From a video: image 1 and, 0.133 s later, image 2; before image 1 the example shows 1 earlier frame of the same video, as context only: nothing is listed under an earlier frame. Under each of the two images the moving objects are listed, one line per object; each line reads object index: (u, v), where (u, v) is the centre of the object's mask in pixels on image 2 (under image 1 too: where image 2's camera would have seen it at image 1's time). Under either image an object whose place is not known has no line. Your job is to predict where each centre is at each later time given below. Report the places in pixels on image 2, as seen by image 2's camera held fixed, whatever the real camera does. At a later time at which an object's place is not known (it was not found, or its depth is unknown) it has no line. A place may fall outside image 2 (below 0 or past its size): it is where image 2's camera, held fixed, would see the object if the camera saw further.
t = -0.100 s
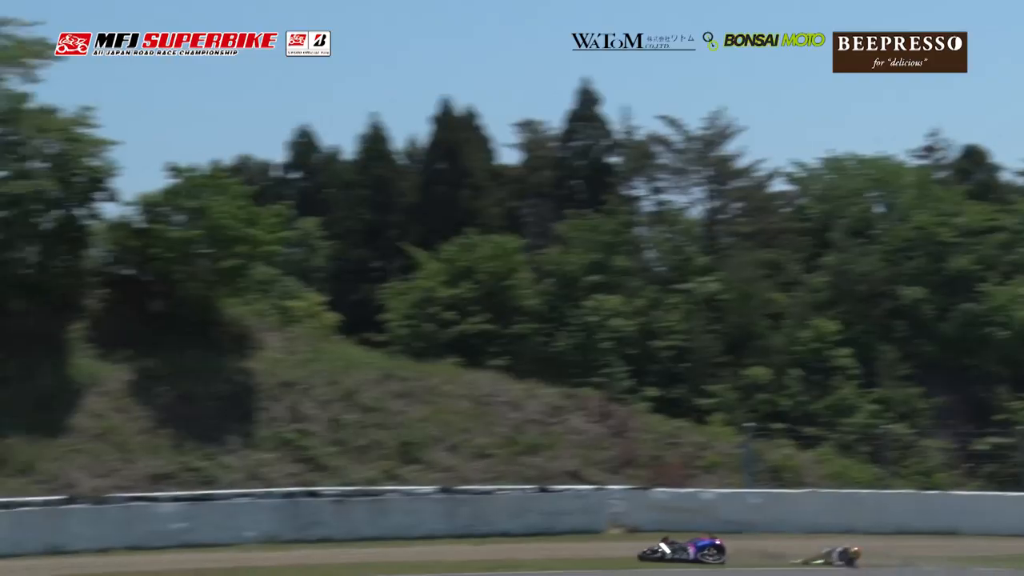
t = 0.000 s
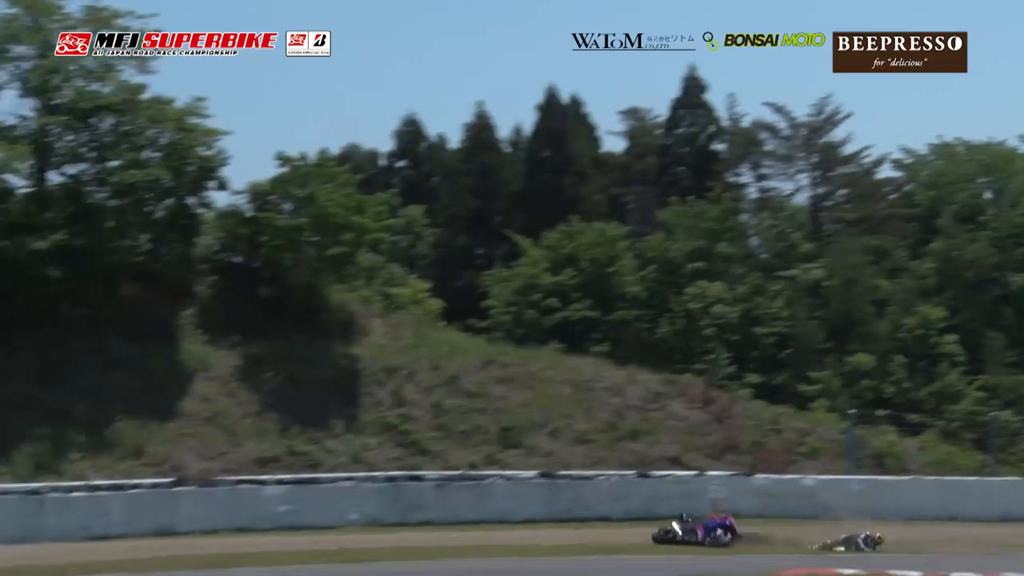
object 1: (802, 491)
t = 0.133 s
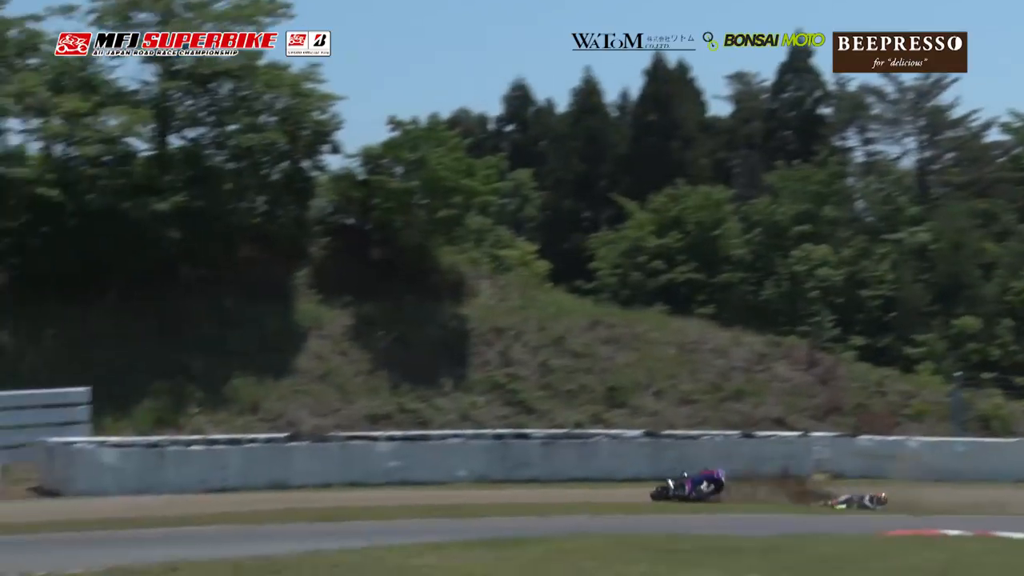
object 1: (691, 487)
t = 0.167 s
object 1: (663, 486)
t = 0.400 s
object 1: (489, 484)
